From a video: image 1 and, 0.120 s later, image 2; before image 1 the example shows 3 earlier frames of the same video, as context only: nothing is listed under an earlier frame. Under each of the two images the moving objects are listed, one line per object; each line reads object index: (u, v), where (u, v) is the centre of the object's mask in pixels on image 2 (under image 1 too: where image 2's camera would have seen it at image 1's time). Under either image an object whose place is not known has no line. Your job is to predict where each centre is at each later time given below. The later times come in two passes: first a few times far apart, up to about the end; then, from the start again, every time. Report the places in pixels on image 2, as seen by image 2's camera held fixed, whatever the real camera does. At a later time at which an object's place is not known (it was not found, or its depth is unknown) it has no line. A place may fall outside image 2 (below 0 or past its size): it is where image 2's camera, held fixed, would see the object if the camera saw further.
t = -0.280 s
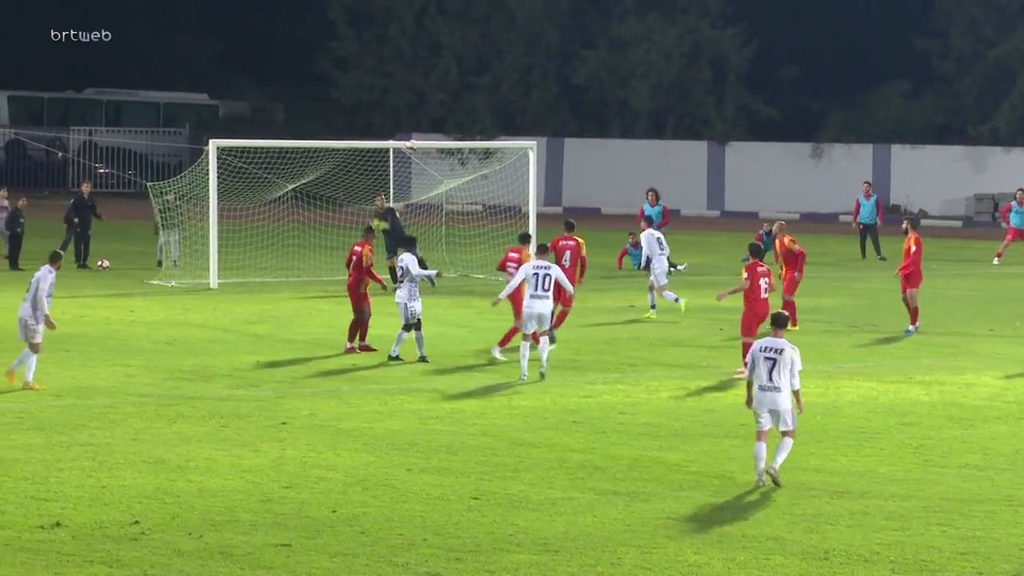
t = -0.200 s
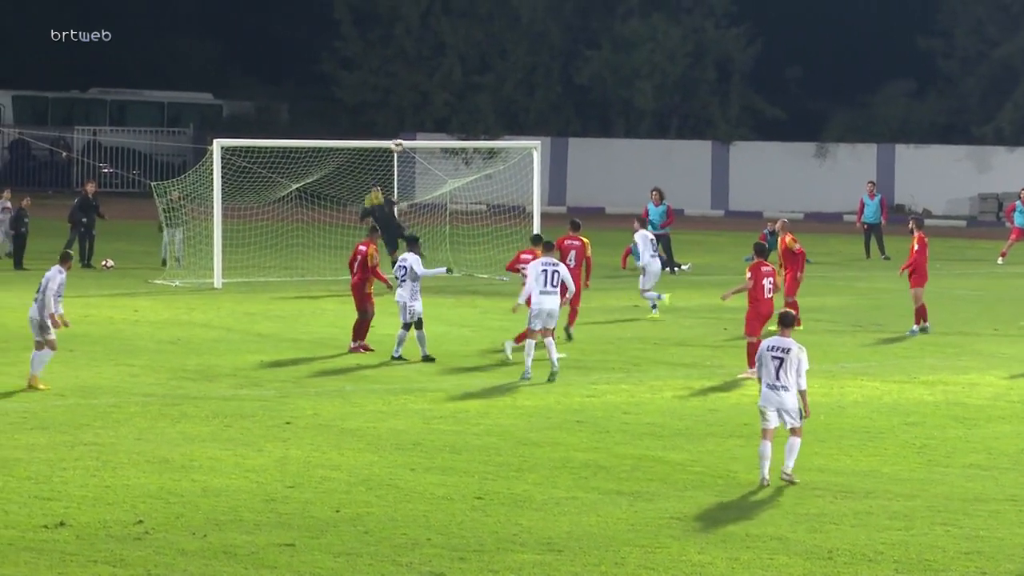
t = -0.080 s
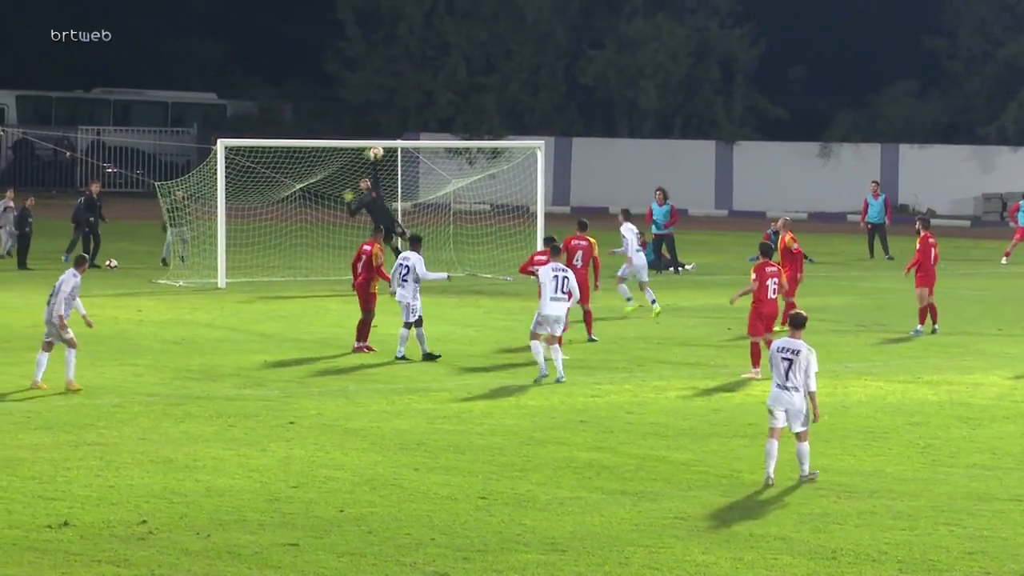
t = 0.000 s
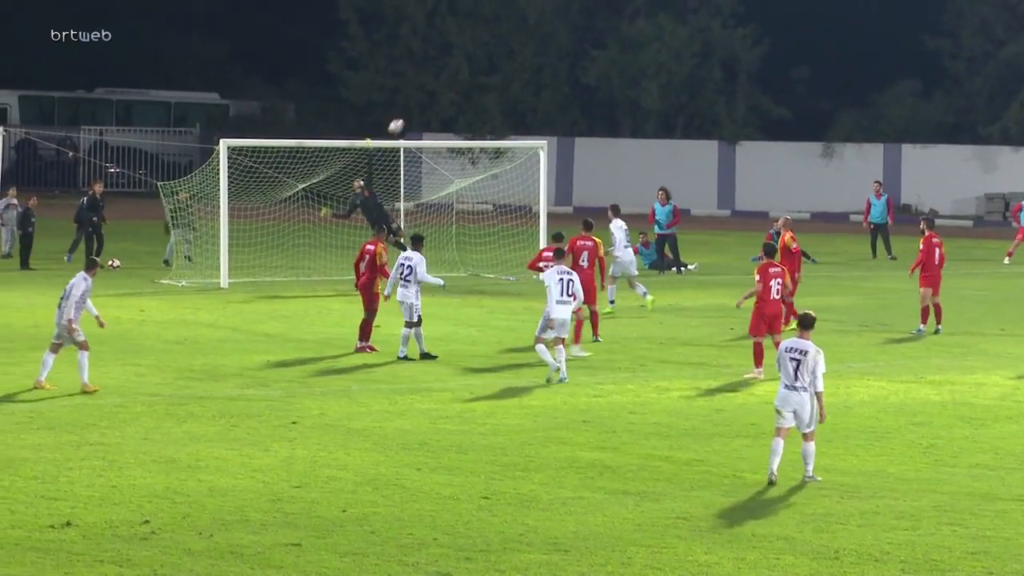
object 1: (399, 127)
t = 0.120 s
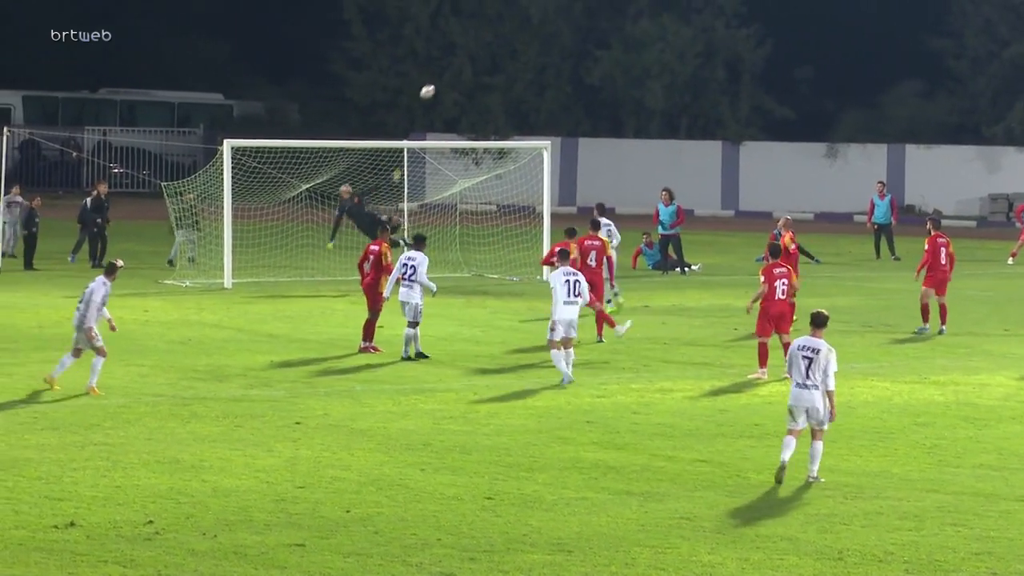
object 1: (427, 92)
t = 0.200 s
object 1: (445, 73)
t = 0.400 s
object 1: (486, 46)
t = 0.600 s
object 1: (524, 42)
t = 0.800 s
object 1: (557, 60)
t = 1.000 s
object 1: (587, 98)
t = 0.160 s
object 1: (437, 82)
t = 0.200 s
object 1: (445, 73)
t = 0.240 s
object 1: (453, 66)
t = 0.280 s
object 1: (462, 60)
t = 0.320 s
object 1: (470, 54)
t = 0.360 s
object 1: (478, 50)
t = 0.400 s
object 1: (486, 46)
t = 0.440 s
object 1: (494, 43)
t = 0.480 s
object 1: (502, 41)
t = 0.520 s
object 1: (509, 41)
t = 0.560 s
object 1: (516, 41)
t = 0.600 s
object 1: (524, 42)
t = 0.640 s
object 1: (530, 44)
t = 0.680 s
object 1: (537, 46)
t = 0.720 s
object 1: (544, 50)
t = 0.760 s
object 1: (551, 54)
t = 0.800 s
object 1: (557, 60)
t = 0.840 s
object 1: (564, 66)
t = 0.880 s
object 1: (570, 73)
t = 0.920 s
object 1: (576, 81)
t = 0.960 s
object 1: (581, 89)
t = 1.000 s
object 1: (587, 98)
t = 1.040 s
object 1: (592, 108)
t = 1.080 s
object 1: (598, 119)
